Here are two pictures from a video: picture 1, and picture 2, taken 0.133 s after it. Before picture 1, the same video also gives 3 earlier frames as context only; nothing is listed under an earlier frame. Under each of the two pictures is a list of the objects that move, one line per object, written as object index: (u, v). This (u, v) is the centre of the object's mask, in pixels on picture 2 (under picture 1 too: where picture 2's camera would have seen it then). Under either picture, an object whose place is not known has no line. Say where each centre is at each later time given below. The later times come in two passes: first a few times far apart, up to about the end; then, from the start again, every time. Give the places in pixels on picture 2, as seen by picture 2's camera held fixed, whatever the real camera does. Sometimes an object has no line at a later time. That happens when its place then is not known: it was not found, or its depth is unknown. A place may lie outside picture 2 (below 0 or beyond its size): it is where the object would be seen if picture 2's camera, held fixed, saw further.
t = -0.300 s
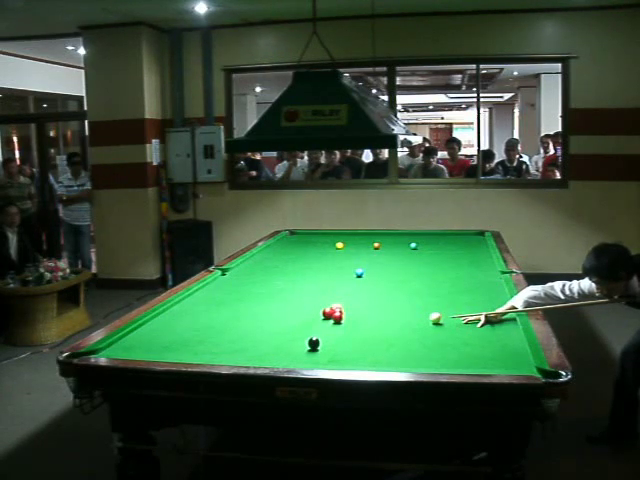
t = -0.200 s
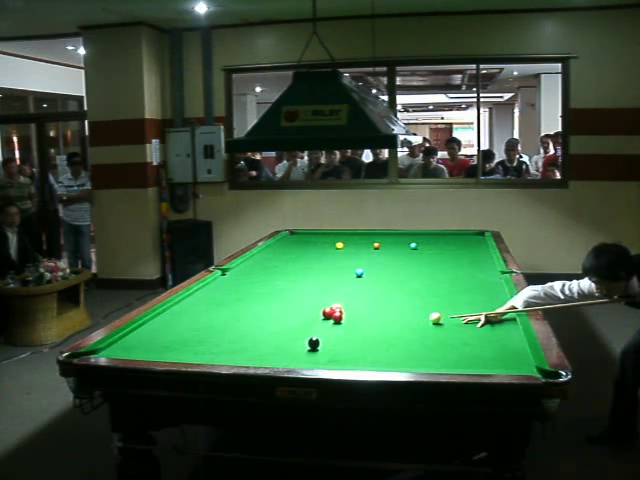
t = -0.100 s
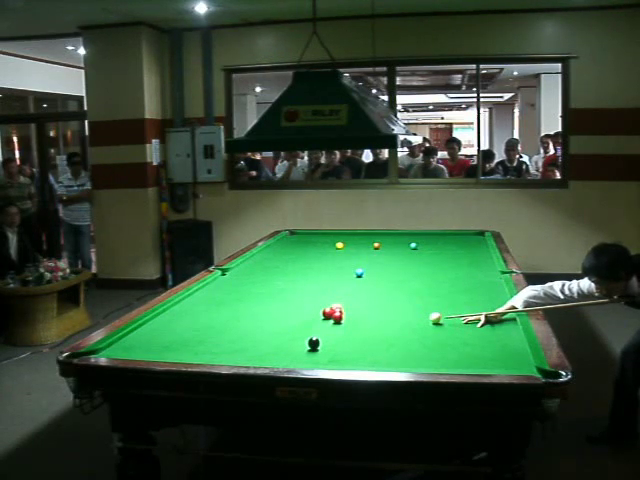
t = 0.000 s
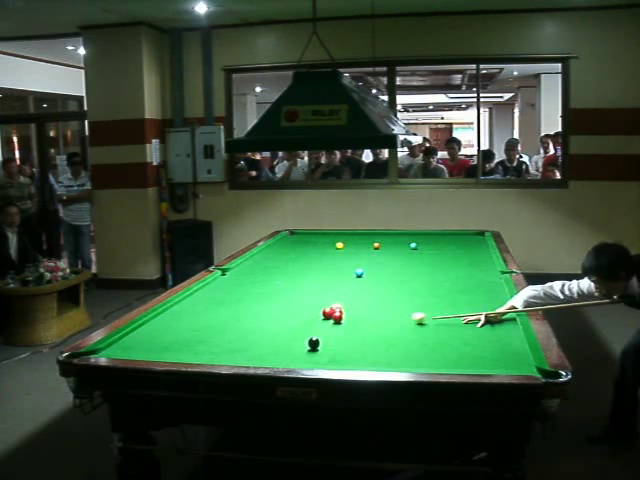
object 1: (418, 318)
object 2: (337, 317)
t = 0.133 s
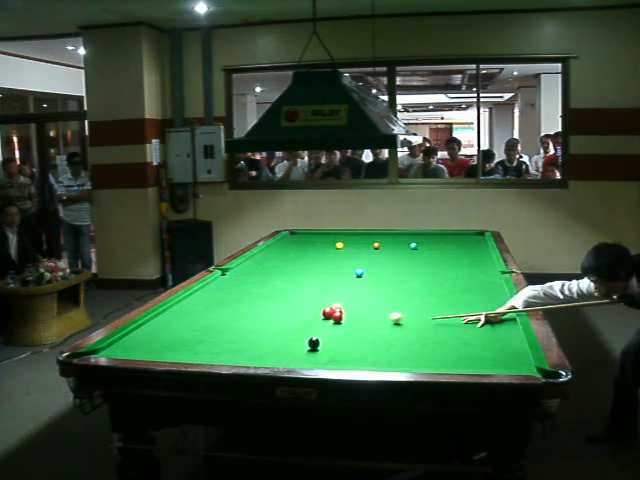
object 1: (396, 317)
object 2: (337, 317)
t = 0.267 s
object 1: (375, 318)
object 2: (337, 317)
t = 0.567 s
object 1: (344, 319)
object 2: (324, 316)
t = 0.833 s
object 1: (334, 321)
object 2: (303, 315)
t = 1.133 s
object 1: (325, 323)
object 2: (281, 314)
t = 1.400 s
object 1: (318, 324)
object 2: (264, 313)
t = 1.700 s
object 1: (312, 325)
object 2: (246, 312)
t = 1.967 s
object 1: (307, 325)
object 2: (233, 310)
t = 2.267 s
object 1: (304, 326)
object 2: (220, 309)
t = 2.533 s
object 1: (304, 326)
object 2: (209, 308)
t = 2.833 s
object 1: (303, 326)
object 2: (199, 308)
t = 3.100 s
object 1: (303, 326)
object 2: (191, 307)
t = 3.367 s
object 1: (303, 326)
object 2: (184, 307)
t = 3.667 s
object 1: (303, 326)
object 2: (178, 307)
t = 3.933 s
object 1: (303, 326)
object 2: (174, 306)
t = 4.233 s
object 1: (303, 326)
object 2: (174, 306)
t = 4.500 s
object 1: (303, 326)
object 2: (175, 306)
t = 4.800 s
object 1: (303, 326)
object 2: (175, 306)
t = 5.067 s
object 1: (303, 326)
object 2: (175, 306)
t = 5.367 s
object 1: (303, 326)
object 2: (175, 306)
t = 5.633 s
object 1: (303, 326)
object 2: (175, 306)
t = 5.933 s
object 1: (303, 326)
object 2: (175, 306)
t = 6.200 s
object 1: (303, 326)
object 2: (175, 306)
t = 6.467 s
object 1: (303, 326)
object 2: (175, 306)
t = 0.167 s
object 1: (391, 317)
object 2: (337, 317)
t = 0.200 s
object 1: (385, 317)
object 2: (337, 317)
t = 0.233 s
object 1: (380, 317)
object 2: (337, 317)
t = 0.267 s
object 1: (375, 318)
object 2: (337, 317)
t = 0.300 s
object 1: (369, 317)
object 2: (337, 317)
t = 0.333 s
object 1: (364, 318)
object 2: (337, 317)
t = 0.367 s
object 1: (359, 318)
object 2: (337, 317)
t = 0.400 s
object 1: (354, 318)
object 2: (337, 317)
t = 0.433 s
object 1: (349, 318)
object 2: (337, 317)
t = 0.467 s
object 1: (348, 318)
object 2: (334, 317)
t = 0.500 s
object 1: (347, 318)
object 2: (330, 316)
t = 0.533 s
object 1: (345, 319)
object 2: (327, 316)
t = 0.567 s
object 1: (344, 319)
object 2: (324, 316)
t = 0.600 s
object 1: (343, 319)
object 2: (321, 317)
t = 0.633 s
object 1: (341, 320)
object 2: (318, 317)
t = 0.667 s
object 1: (340, 320)
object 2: (315, 316)
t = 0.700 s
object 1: (339, 320)
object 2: (313, 316)
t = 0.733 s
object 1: (338, 320)
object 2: (310, 316)
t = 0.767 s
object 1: (337, 320)
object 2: (308, 316)
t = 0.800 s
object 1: (335, 321)
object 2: (305, 316)
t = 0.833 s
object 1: (334, 321)
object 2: (303, 315)
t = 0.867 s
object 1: (333, 321)
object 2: (300, 315)
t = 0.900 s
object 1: (332, 321)
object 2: (298, 315)
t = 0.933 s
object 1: (331, 321)
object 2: (295, 315)
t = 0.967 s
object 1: (330, 322)
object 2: (293, 314)
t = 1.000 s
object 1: (329, 322)
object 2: (291, 314)
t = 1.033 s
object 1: (328, 322)
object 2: (288, 314)
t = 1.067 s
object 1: (327, 322)
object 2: (286, 314)
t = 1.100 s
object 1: (326, 322)
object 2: (284, 314)
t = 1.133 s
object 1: (325, 323)
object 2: (281, 314)
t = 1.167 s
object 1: (324, 323)
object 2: (279, 314)
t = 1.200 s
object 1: (323, 323)
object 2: (277, 313)
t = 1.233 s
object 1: (322, 323)
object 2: (275, 313)
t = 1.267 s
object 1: (321, 323)
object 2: (273, 313)
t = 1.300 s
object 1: (320, 323)
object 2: (271, 313)
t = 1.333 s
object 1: (320, 323)
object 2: (269, 313)
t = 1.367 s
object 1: (319, 324)
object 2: (266, 313)
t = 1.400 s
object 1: (318, 324)
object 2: (264, 313)
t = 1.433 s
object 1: (317, 324)
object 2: (262, 312)
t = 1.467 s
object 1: (316, 324)
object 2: (260, 313)
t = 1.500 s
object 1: (315, 324)
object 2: (258, 312)
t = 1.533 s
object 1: (315, 324)
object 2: (256, 312)
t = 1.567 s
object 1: (314, 324)
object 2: (254, 312)
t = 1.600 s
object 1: (313, 324)
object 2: (252, 312)
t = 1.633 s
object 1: (313, 324)
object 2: (250, 312)
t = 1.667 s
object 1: (312, 324)
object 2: (248, 312)
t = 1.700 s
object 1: (312, 325)
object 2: (246, 312)
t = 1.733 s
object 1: (311, 325)
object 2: (245, 311)
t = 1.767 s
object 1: (310, 325)
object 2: (243, 311)
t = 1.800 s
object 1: (310, 325)
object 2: (241, 311)
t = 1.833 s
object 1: (309, 325)
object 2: (239, 311)
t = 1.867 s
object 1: (309, 325)
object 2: (238, 310)
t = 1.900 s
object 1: (308, 325)
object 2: (236, 310)
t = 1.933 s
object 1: (308, 325)
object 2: (235, 310)
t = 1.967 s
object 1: (307, 325)
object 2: (233, 310)
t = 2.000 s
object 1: (307, 326)
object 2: (232, 310)
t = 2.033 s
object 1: (306, 326)
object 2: (230, 310)
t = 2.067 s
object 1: (306, 326)
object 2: (229, 310)
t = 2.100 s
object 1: (306, 326)
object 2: (227, 310)
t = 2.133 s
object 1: (305, 326)
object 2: (225, 310)
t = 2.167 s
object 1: (305, 326)
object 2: (224, 309)
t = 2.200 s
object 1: (305, 326)
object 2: (223, 309)
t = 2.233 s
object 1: (305, 326)
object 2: (221, 309)
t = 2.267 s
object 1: (304, 326)
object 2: (220, 309)
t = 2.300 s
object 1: (304, 326)
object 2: (218, 309)
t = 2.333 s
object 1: (304, 326)
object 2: (217, 309)
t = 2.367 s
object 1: (304, 326)
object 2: (216, 309)
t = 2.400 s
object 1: (304, 326)
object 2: (214, 309)
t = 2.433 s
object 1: (304, 326)
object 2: (212, 309)
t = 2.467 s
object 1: (304, 326)
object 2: (211, 309)
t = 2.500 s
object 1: (304, 326)
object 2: (210, 309)
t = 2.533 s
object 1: (304, 326)
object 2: (209, 308)
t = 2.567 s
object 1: (304, 326)
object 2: (208, 308)
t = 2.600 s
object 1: (304, 326)
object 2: (207, 308)
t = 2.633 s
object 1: (304, 327)
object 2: (206, 308)
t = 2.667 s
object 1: (304, 327)
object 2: (204, 308)
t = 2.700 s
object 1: (304, 327)
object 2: (203, 308)
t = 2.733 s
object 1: (304, 327)
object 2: (202, 308)
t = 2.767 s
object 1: (304, 326)
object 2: (201, 308)
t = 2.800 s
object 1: (304, 327)
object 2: (200, 308)
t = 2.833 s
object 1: (303, 326)
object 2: (199, 308)
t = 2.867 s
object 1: (303, 326)
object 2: (198, 308)
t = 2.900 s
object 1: (303, 326)
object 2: (197, 308)
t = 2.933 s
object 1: (303, 327)
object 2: (196, 308)
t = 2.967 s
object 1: (303, 326)
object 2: (195, 308)
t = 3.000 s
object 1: (303, 326)
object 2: (194, 307)
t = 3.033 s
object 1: (303, 326)
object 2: (193, 308)
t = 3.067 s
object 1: (303, 326)
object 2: (192, 308)
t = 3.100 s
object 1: (303, 326)
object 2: (191, 307)
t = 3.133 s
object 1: (303, 326)
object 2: (190, 307)
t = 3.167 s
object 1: (303, 326)
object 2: (189, 307)
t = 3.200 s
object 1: (303, 326)
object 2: (188, 307)
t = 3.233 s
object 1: (303, 326)
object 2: (187, 307)
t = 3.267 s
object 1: (303, 326)
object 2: (186, 307)
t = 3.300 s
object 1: (303, 326)
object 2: (186, 307)
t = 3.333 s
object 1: (303, 326)
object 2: (185, 307)
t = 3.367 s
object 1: (303, 326)
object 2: (184, 307)
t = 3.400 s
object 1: (303, 326)
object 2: (183, 307)
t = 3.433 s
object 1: (303, 326)
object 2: (182, 307)
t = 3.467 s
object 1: (303, 326)
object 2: (182, 307)
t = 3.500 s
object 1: (303, 326)
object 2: (181, 307)
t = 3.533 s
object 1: (303, 326)
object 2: (181, 307)
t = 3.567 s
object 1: (303, 326)
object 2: (180, 307)
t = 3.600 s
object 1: (303, 326)
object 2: (179, 306)
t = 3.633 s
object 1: (303, 326)
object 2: (179, 307)
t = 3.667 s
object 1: (303, 326)
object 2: (178, 307)
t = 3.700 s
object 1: (303, 326)
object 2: (177, 307)
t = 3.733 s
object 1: (303, 326)
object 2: (176, 306)
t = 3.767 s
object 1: (303, 326)
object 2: (176, 306)
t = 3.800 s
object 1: (303, 326)
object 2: (176, 307)
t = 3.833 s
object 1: (303, 326)
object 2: (175, 306)
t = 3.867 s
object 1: (303, 326)
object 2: (175, 306)
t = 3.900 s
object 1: (303, 326)
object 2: (174, 306)
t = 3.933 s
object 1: (303, 326)
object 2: (174, 306)
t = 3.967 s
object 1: (303, 326)
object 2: (173, 306)
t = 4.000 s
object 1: (303, 326)
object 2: (173, 306)
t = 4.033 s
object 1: (303, 326)
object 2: (173, 306)
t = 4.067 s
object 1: (303, 326)
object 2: (173, 306)
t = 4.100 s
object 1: (303, 326)
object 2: (174, 306)
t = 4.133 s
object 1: (303, 326)
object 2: (173, 306)
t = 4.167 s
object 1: (303, 326)
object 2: (174, 306)
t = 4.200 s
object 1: (303, 326)
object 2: (174, 306)
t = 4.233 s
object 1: (303, 326)
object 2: (174, 306)
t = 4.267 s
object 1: (303, 326)
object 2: (174, 306)
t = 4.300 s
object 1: (303, 326)
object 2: (174, 306)
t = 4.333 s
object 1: (303, 326)
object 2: (174, 306)
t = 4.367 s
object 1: (303, 326)
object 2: (175, 306)
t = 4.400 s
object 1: (303, 326)
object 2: (175, 306)
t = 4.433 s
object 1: (303, 326)
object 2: (175, 306)
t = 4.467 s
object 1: (303, 326)
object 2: (175, 306)
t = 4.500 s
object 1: (303, 326)
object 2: (175, 306)
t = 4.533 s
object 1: (303, 326)
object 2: (175, 306)
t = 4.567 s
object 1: (303, 326)
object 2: (175, 306)
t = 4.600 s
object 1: (303, 326)
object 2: (175, 306)
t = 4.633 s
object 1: (303, 326)
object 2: (175, 306)
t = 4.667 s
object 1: (303, 326)
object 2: (175, 306)
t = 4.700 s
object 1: (303, 326)
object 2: (175, 306)
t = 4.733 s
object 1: (303, 326)
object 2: (175, 306)
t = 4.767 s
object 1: (303, 326)
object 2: (175, 306)
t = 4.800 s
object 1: (303, 326)
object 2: (175, 306)
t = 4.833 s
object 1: (303, 326)
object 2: (175, 306)
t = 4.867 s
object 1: (303, 326)
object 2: (175, 306)
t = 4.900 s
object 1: (303, 326)
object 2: (175, 306)
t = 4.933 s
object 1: (303, 326)
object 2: (175, 306)
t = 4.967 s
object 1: (303, 326)
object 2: (175, 306)
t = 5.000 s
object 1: (303, 326)
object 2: (175, 306)
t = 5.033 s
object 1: (303, 326)
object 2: (175, 306)
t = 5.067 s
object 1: (303, 326)
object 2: (175, 306)
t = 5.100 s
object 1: (303, 326)
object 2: (175, 306)
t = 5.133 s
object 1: (303, 326)
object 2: (175, 306)
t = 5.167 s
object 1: (303, 326)
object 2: (175, 306)
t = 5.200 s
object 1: (303, 326)
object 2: (175, 306)
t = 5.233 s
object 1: (303, 326)
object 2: (175, 306)
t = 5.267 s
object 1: (303, 326)
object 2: (175, 306)
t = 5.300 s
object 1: (303, 326)
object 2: (175, 306)
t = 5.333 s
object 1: (303, 326)
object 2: (175, 306)
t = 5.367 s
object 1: (303, 326)
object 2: (175, 306)
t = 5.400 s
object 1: (303, 326)
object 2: (175, 306)
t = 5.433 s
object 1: (303, 326)
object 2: (175, 306)
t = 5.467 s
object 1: (303, 326)
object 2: (175, 306)
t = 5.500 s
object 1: (303, 326)
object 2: (175, 306)
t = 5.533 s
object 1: (303, 326)
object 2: (175, 306)
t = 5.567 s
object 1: (303, 326)
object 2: (175, 306)
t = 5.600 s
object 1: (303, 326)
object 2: (175, 306)
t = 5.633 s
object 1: (303, 326)
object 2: (175, 306)
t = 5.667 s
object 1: (303, 326)
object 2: (175, 306)
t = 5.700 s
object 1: (303, 326)
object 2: (175, 306)
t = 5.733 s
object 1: (303, 326)
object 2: (175, 306)
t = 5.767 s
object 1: (303, 326)
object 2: (175, 306)
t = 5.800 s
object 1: (303, 326)
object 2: (175, 306)
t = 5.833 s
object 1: (303, 326)
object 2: (175, 306)
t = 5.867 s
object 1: (303, 326)
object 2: (175, 306)
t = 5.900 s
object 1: (303, 326)
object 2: (175, 306)
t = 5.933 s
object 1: (303, 326)
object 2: (175, 306)
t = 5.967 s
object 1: (303, 326)
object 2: (175, 306)
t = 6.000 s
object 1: (303, 326)
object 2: (175, 306)
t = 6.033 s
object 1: (303, 326)
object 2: (175, 306)
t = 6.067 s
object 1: (303, 326)
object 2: (175, 306)
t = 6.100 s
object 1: (303, 326)
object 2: (175, 306)
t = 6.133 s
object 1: (303, 326)
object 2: (175, 306)
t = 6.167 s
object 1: (303, 326)
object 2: (175, 306)
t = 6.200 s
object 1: (303, 326)
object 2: (175, 306)
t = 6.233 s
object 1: (303, 327)
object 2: (175, 306)
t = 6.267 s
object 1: (303, 327)
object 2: (175, 306)
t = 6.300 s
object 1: (303, 326)
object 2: (175, 306)
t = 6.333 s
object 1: (303, 327)
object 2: (175, 306)
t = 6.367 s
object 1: (303, 327)
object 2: (175, 306)
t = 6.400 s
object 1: (303, 327)
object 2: (175, 306)
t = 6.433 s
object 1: (303, 327)
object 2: (175, 306)
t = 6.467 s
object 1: (303, 326)
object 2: (175, 306)
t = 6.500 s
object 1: (303, 326)
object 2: (175, 306)
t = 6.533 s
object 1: (303, 326)
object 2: (175, 306)
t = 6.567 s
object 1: (303, 327)
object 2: (175, 306)
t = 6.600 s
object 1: (303, 327)
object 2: (175, 306)
